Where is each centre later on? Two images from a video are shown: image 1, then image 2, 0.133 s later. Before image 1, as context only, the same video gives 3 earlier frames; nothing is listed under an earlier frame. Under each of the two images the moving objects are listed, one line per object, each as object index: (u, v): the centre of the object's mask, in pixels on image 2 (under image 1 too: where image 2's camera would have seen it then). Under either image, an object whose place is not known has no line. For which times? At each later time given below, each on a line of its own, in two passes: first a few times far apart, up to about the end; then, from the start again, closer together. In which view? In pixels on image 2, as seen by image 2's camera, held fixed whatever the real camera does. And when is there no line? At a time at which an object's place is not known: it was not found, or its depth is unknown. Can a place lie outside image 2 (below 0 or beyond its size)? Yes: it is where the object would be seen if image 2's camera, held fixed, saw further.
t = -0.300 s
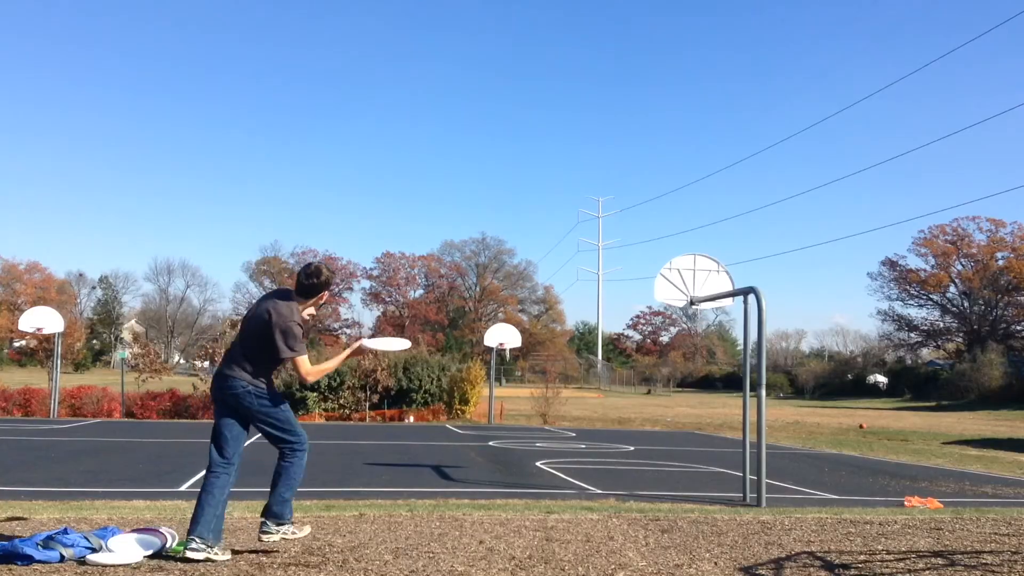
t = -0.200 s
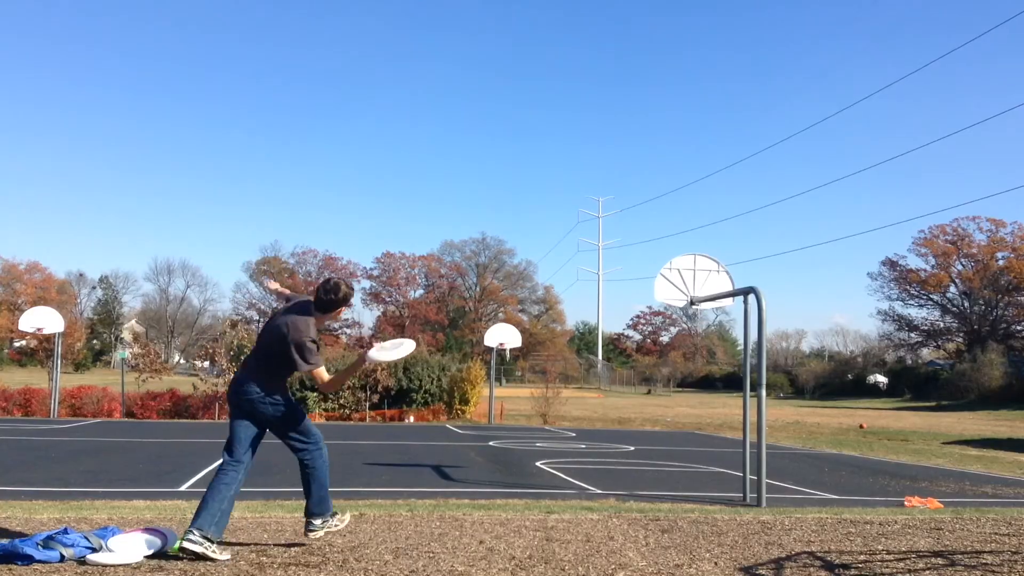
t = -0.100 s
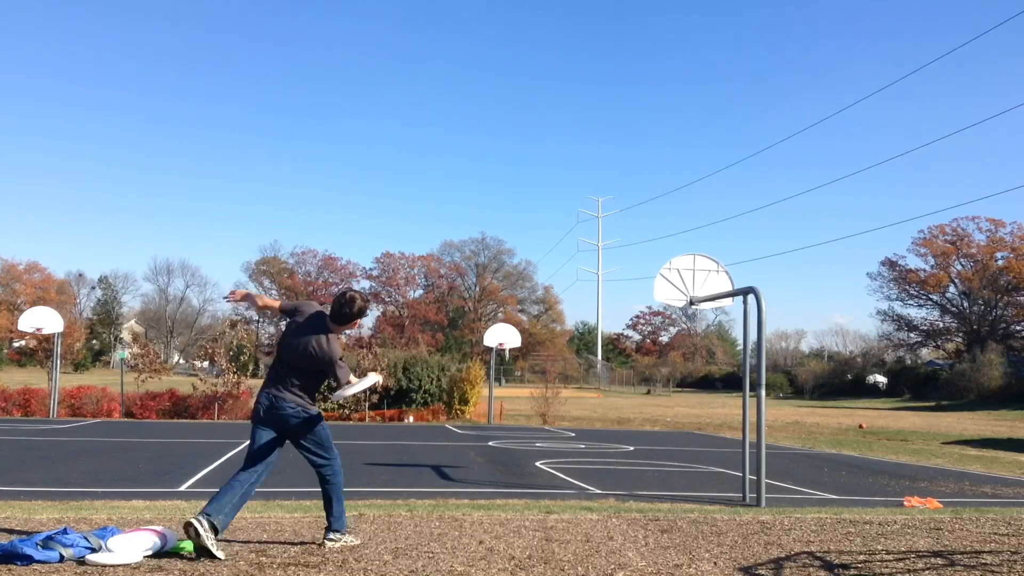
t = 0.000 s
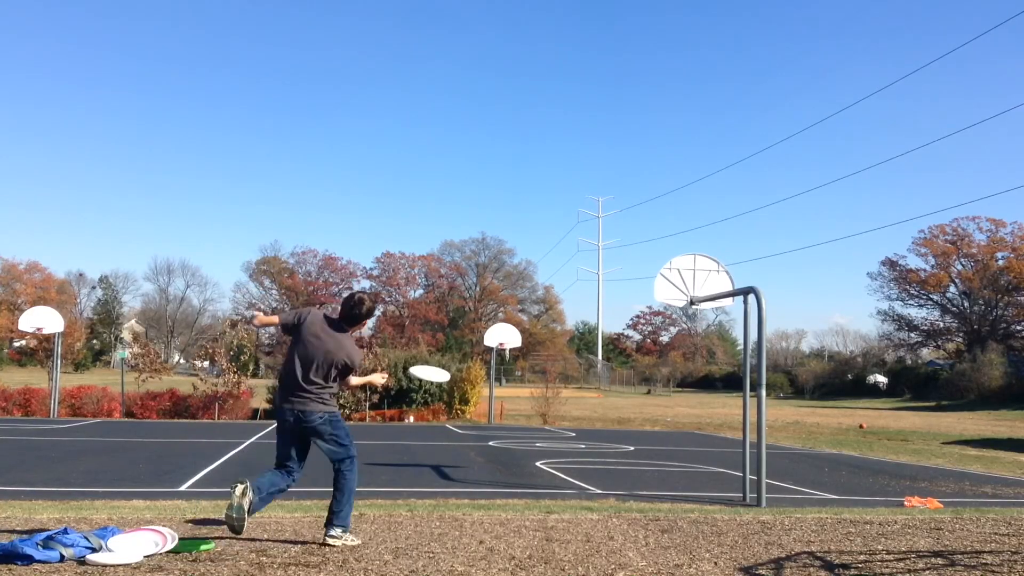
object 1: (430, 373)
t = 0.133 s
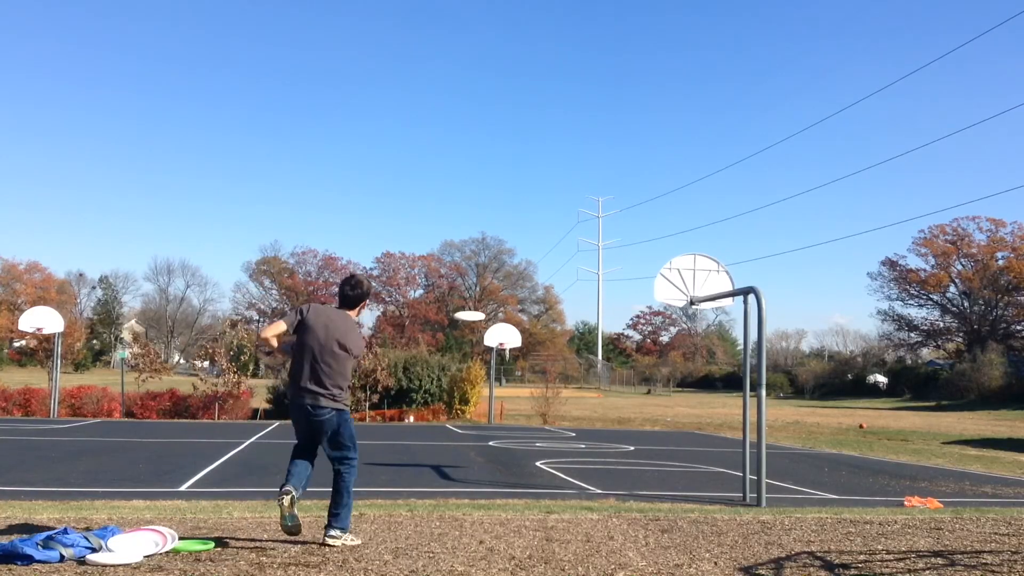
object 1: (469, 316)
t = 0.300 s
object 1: (498, 288)
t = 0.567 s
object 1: (520, 278)
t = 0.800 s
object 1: (529, 279)
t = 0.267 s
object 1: (493, 291)
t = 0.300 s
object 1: (498, 288)
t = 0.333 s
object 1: (501, 285)
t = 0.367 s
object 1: (505, 283)
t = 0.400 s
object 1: (508, 282)
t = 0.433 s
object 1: (511, 280)
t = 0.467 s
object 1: (514, 279)
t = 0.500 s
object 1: (516, 278)
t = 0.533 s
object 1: (518, 278)
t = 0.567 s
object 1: (520, 278)
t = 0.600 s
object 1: (522, 277)
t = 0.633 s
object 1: (523, 277)
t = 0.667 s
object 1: (525, 277)
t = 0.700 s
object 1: (526, 278)
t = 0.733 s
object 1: (527, 278)
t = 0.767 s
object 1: (528, 279)
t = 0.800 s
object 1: (529, 279)
